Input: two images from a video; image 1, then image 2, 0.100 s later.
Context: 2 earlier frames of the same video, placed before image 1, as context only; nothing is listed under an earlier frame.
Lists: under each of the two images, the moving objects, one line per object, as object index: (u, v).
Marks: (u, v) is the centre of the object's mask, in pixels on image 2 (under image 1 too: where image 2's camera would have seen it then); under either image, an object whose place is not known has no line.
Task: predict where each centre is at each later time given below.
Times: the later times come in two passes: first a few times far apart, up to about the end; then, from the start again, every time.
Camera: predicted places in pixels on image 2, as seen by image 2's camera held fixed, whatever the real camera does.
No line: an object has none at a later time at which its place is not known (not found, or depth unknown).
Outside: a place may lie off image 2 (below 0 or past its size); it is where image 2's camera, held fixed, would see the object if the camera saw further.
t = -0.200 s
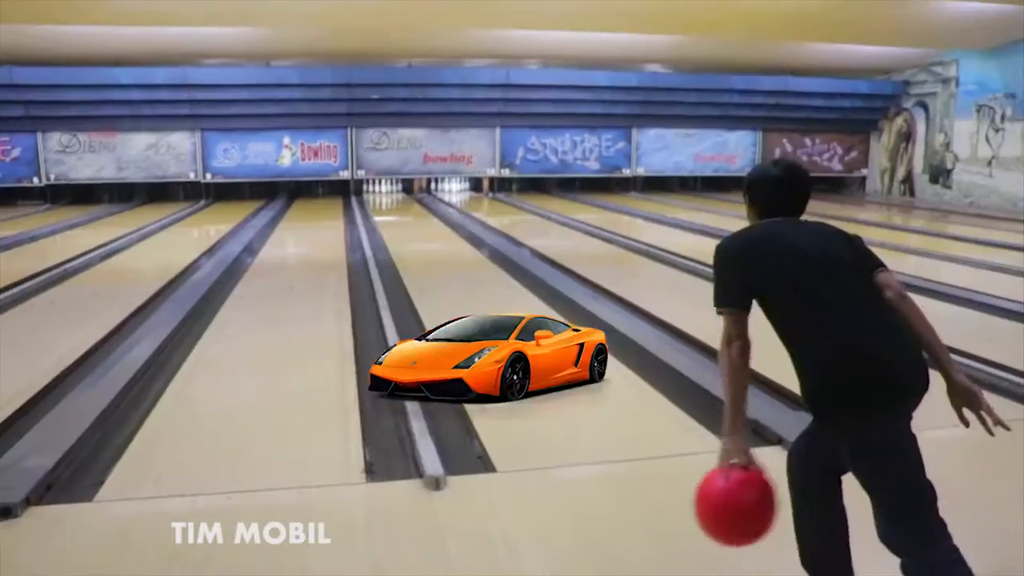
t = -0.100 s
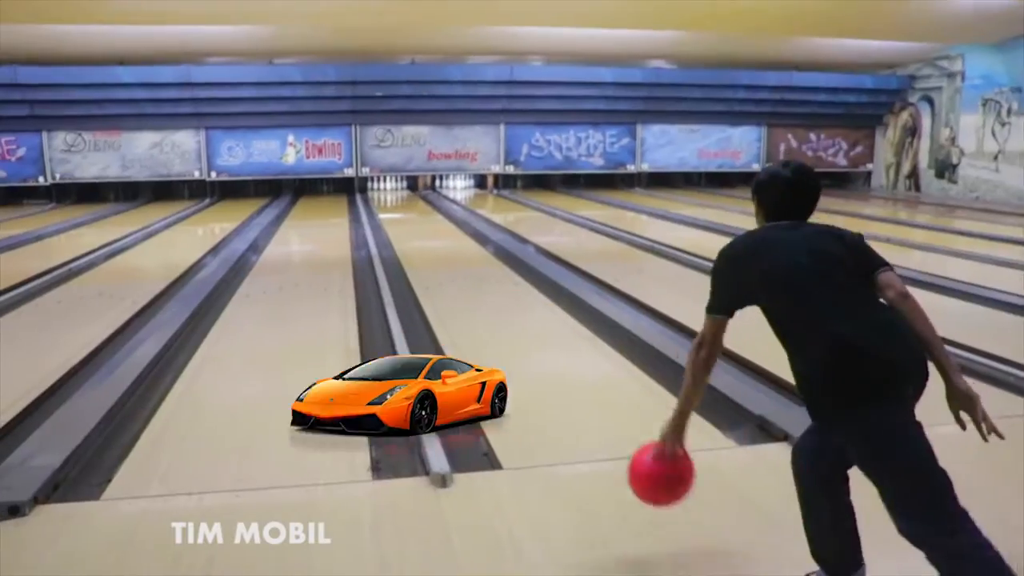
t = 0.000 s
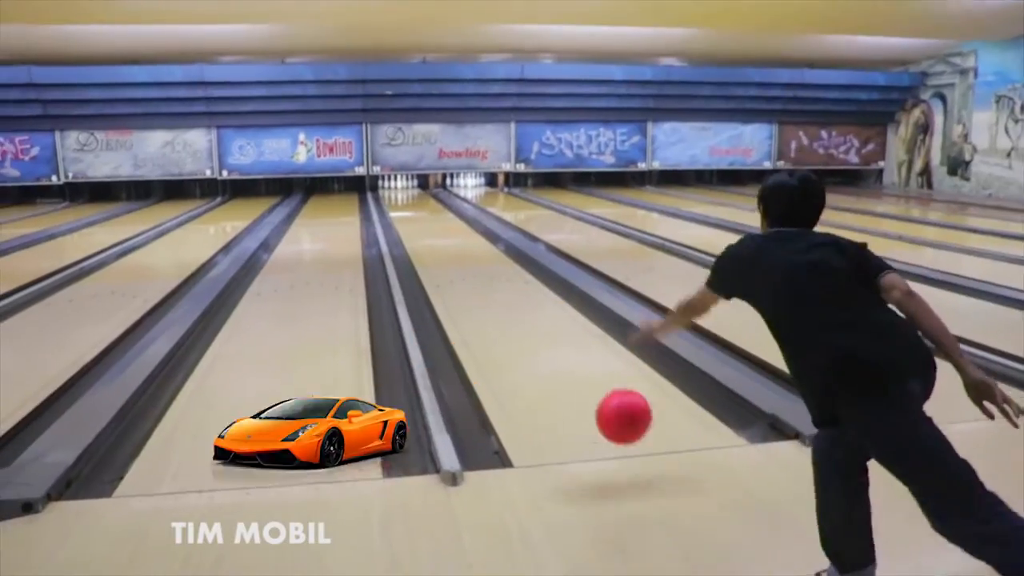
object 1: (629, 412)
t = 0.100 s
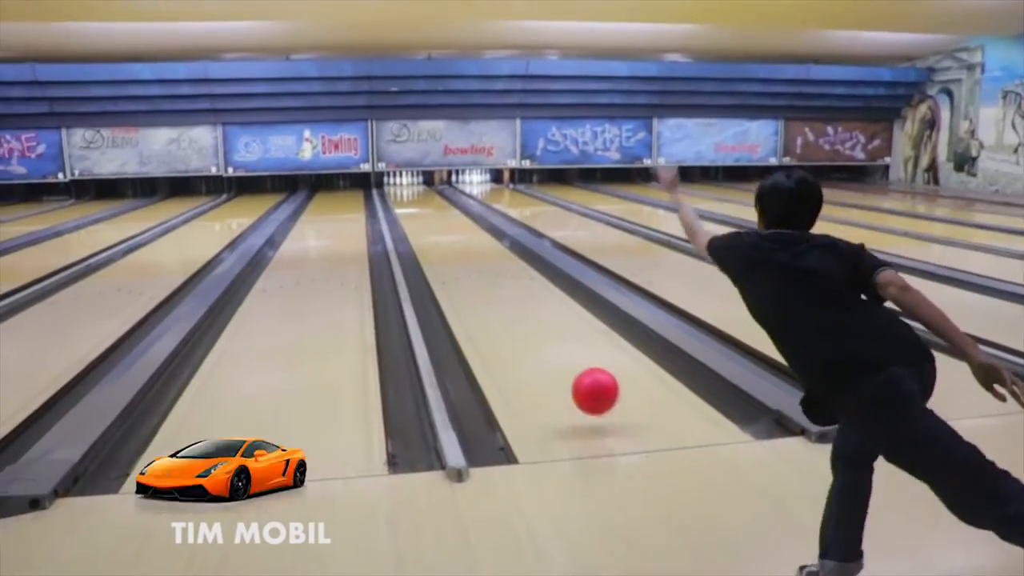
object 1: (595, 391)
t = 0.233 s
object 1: (563, 357)
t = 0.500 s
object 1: (523, 306)
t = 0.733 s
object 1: (503, 276)
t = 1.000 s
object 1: (487, 254)
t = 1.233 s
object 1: (478, 238)
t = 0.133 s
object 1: (586, 390)
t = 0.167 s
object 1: (577, 381)
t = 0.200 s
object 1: (570, 368)
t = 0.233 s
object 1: (563, 357)
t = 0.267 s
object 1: (557, 350)
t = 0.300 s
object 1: (551, 345)
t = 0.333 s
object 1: (545, 337)
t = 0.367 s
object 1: (540, 330)
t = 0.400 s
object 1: (535, 324)
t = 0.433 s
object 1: (531, 318)
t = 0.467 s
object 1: (527, 312)
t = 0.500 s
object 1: (523, 306)
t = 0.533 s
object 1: (520, 301)
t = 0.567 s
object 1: (517, 296)
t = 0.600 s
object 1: (514, 292)
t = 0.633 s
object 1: (511, 287)
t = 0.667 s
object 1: (508, 284)
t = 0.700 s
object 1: (506, 280)
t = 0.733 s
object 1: (503, 276)
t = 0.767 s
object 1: (501, 273)
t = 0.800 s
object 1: (498, 270)
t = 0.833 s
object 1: (496, 266)
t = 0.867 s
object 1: (494, 264)
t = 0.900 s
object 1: (493, 261)
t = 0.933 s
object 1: (491, 258)
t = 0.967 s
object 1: (489, 256)
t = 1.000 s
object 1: (487, 254)
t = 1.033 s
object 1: (486, 251)
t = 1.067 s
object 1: (484, 249)
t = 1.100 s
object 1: (483, 247)
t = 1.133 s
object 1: (481, 245)
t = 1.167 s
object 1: (480, 243)
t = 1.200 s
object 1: (478, 240)
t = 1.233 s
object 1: (478, 238)
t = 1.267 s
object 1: (478, 235)
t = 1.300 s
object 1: (478, 234)
